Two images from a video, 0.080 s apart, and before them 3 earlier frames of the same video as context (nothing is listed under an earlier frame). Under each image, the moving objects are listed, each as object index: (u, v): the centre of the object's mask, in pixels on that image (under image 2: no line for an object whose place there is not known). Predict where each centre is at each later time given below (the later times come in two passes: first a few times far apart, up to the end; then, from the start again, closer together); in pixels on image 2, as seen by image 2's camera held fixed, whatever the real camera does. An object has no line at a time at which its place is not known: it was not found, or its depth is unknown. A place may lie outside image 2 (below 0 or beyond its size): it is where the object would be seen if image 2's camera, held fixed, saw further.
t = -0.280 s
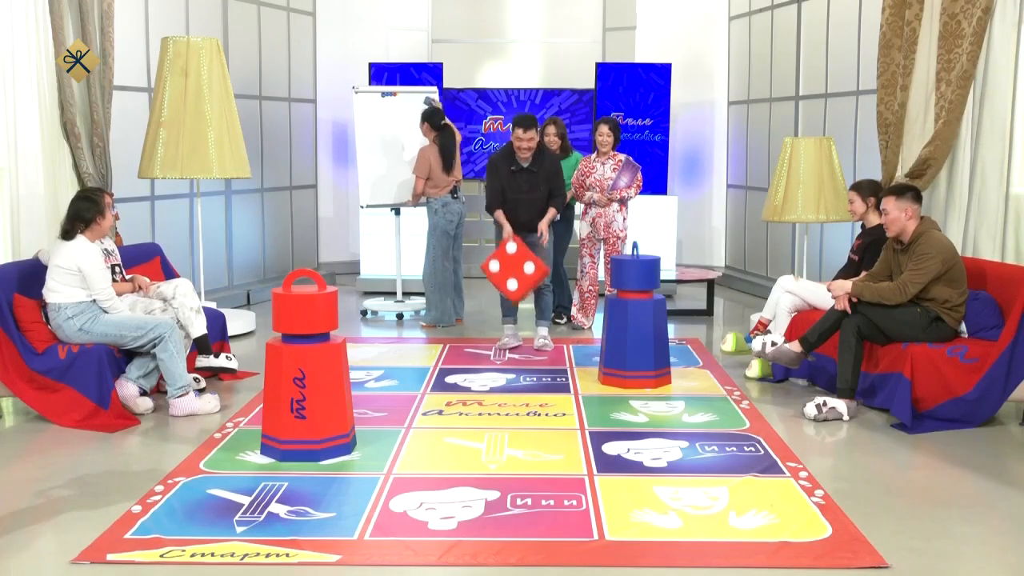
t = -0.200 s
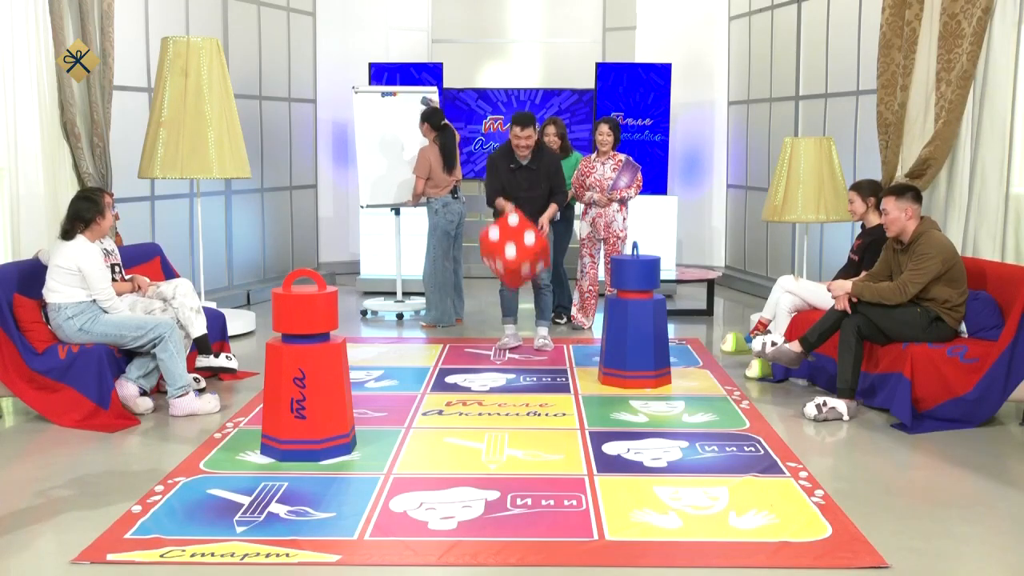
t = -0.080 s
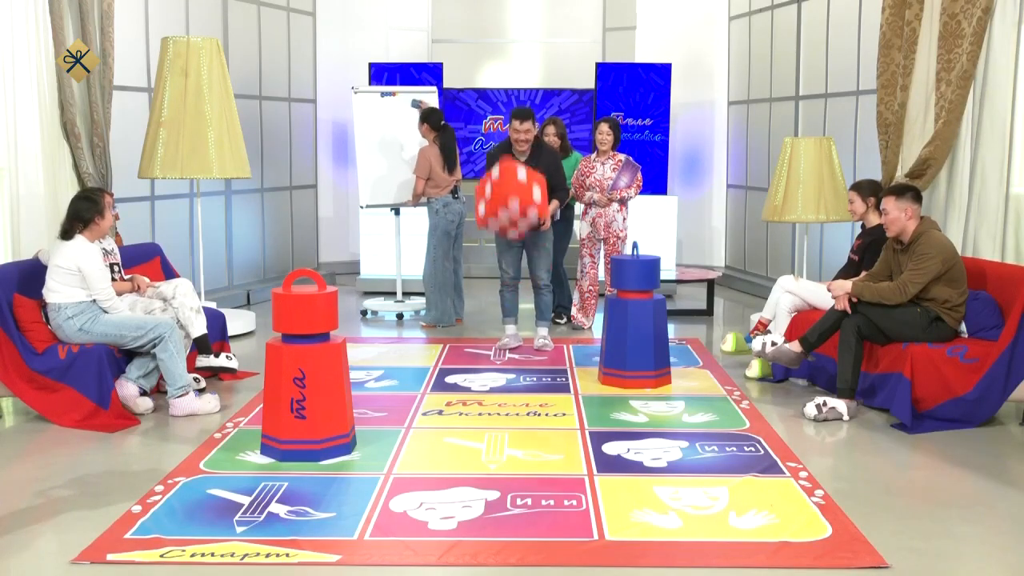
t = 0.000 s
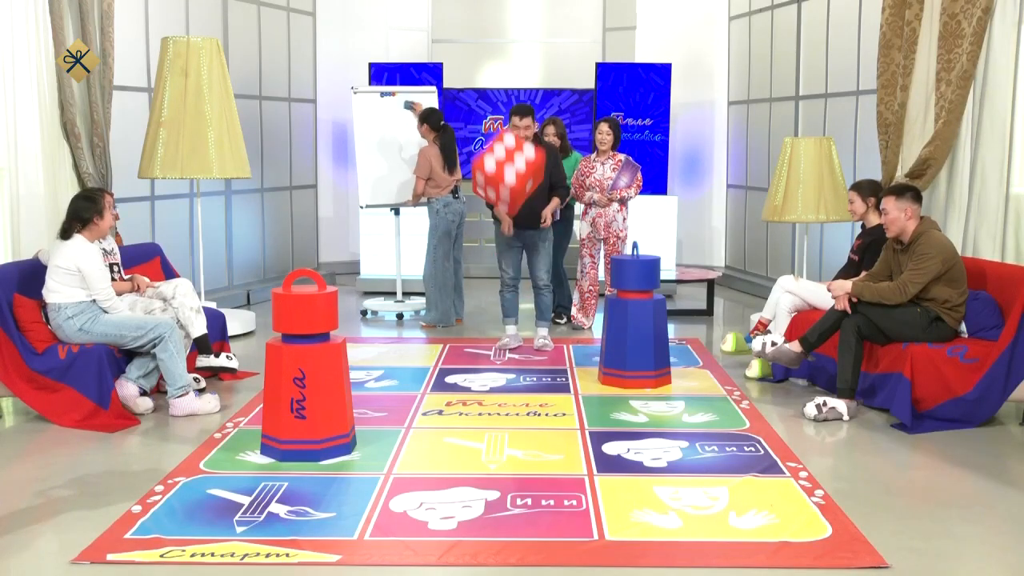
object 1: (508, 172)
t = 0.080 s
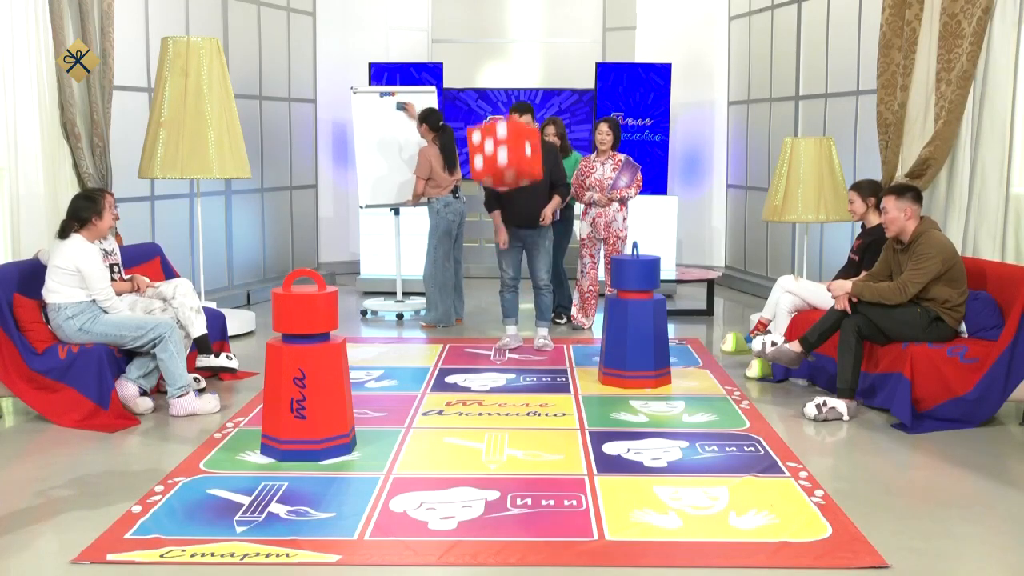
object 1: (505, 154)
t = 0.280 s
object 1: (498, 149)
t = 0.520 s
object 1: (488, 228)
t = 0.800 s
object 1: (478, 352)
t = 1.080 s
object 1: (467, 322)
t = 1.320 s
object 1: (460, 335)
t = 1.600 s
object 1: (448, 345)
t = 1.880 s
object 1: (432, 346)
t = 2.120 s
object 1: (433, 346)
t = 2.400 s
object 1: (433, 346)
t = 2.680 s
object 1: (433, 346)
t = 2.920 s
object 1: (433, 346)
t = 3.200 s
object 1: (433, 346)
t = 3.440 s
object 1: (433, 346)
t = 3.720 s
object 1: (433, 346)
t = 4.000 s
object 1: (433, 346)
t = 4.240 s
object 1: (433, 346)
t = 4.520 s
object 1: (433, 346)
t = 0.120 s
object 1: (503, 149)
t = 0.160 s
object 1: (503, 145)
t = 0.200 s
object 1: (501, 144)
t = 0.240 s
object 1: (499, 146)
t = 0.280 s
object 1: (498, 149)
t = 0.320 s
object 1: (495, 156)
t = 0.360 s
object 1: (494, 165)
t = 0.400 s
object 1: (493, 177)
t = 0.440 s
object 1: (491, 190)
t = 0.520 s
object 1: (488, 228)
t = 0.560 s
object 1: (486, 250)
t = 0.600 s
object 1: (484, 275)
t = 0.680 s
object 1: (483, 331)
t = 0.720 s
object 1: (479, 363)
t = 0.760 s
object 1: (479, 366)
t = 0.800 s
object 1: (478, 352)
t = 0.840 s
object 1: (476, 339)
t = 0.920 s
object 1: (473, 323)
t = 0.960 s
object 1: (471, 319)
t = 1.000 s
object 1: (470, 318)
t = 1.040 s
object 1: (469, 319)
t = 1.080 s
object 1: (467, 322)
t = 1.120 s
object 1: (466, 328)
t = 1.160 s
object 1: (464, 336)
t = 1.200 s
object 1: (463, 345)
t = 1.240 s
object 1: (462, 345)
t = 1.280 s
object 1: (462, 340)
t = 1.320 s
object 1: (460, 335)
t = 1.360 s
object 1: (459, 332)
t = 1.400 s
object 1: (458, 332)
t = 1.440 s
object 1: (457, 334)
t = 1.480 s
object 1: (456, 338)
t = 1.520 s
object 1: (455, 343)
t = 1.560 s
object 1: (452, 345)
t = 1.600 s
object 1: (448, 345)
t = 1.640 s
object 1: (444, 347)
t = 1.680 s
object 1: (440, 344)
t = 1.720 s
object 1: (438, 343)
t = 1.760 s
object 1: (435, 344)
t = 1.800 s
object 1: (433, 346)
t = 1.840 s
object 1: (432, 346)
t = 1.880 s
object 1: (432, 346)
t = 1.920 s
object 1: (432, 346)
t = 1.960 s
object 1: (433, 346)
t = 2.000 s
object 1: (433, 346)
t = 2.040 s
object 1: (433, 346)
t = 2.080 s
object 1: (433, 346)
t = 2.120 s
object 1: (433, 346)
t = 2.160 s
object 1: (433, 346)
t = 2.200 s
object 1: (433, 346)
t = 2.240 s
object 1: (433, 346)
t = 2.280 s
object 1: (433, 346)
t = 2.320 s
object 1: (433, 346)
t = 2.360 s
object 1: (433, 346)
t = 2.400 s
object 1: (433, 346)
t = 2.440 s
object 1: (433, 346)
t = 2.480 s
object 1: (433, 346)
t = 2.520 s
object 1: (433, 346)
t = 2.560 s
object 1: (433, 346)
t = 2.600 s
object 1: (433, 346)
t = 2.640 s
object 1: (433, 346)
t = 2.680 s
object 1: (433, 346)
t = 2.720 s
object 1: (433, 346)
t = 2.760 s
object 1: (433, 346)
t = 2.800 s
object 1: (433, 346)
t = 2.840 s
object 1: (433, 346)
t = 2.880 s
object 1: (433, 346)
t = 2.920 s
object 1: (433, 346)
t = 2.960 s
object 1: (433, 346)
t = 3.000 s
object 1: (433, 346)
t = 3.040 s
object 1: (433, 346)
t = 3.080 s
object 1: (433, 346)
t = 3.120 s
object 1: (433, 346)
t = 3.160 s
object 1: (433, 346)
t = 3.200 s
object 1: (433, 346)
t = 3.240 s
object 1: (433, 346)
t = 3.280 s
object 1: (433, 346)
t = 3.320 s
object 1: (433, 346)
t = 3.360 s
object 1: (433, 346)
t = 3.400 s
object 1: (433, 346)
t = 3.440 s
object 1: (433, 346)
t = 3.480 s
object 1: (433, 346)
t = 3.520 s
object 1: (433, 346)
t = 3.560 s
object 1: (433, 346)
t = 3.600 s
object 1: (433, 346)
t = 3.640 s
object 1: (433, 346)
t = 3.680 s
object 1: (433, 346)
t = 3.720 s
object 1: (433, 346)
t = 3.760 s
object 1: (433, 346)
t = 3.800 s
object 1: (433, 346)
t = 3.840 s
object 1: (433, 346)
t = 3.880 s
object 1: (433, 346)
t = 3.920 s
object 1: (433, 346)
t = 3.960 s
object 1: (433, 346)
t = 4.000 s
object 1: (433, 346)
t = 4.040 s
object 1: (433, 346)
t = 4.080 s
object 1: (433, 346)
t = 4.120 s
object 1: (433, 346)
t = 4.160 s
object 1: (433, 346)
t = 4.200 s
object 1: (433, 346)
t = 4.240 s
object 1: (433, 346)
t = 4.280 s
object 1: (433, 346)
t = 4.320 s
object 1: (433, 346)
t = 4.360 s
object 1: (433, 346)
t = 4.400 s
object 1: (433, 347)
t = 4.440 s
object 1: (433, 346)
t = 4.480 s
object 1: (433, 346)
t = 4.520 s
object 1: (433, 346)
